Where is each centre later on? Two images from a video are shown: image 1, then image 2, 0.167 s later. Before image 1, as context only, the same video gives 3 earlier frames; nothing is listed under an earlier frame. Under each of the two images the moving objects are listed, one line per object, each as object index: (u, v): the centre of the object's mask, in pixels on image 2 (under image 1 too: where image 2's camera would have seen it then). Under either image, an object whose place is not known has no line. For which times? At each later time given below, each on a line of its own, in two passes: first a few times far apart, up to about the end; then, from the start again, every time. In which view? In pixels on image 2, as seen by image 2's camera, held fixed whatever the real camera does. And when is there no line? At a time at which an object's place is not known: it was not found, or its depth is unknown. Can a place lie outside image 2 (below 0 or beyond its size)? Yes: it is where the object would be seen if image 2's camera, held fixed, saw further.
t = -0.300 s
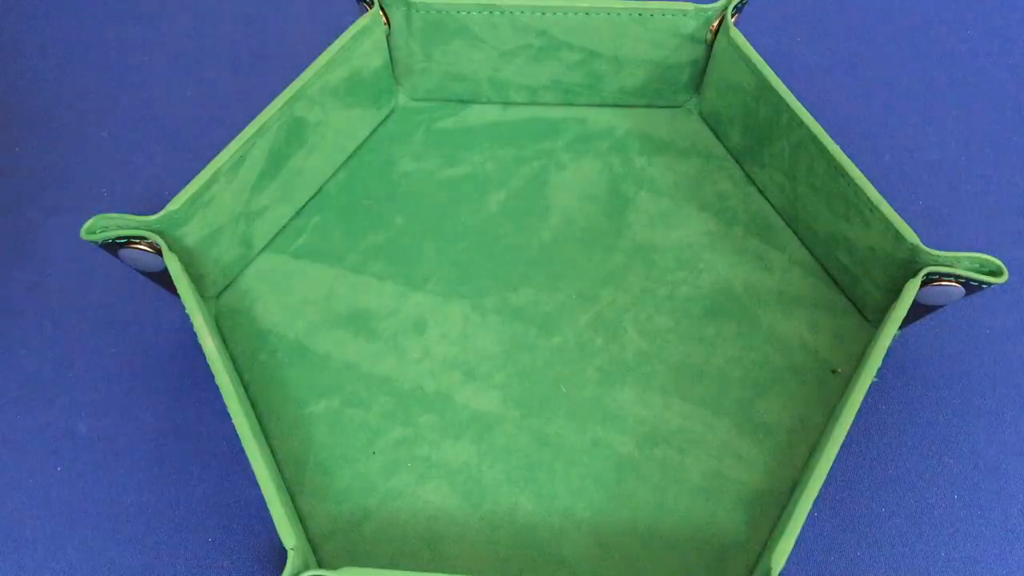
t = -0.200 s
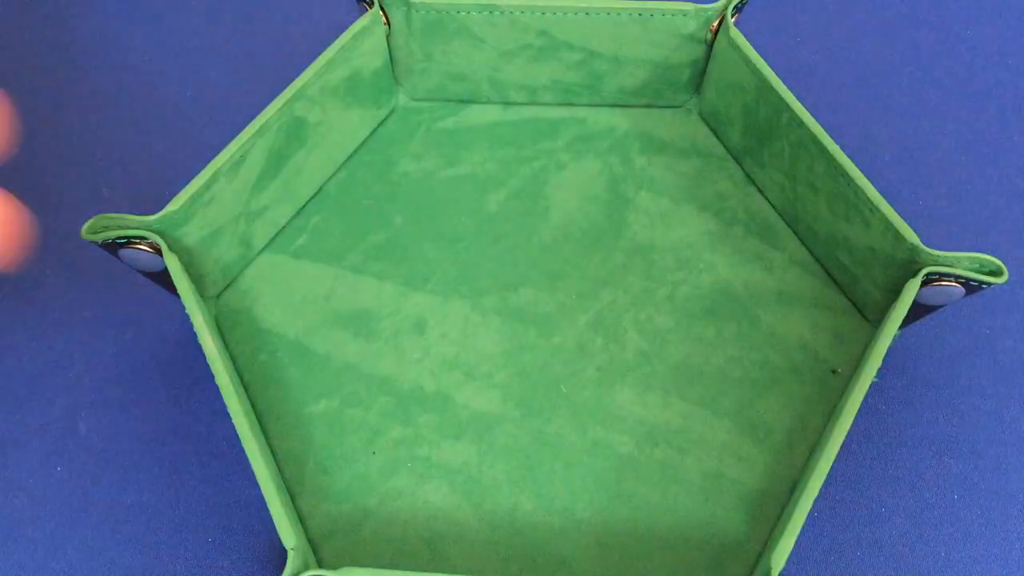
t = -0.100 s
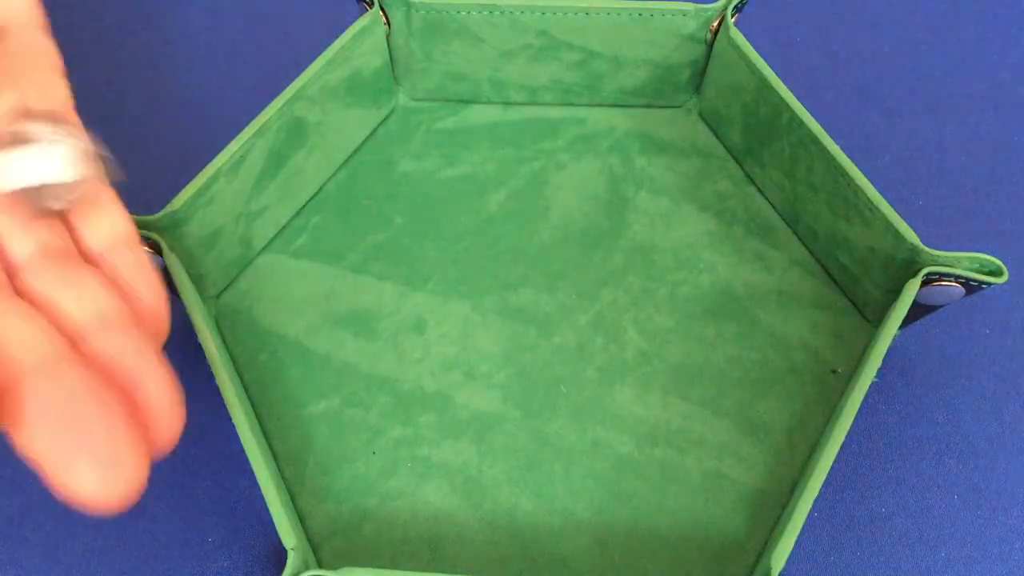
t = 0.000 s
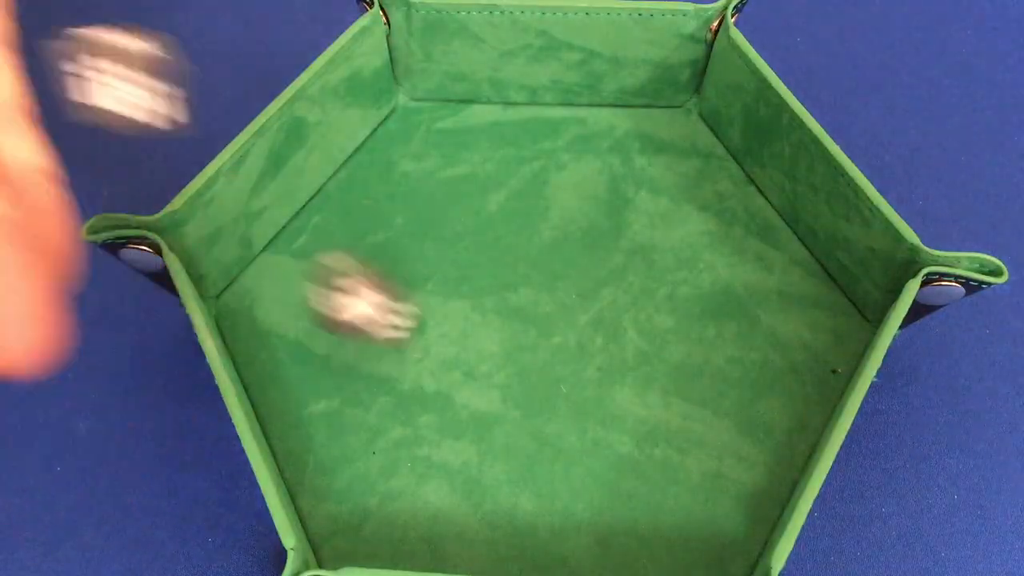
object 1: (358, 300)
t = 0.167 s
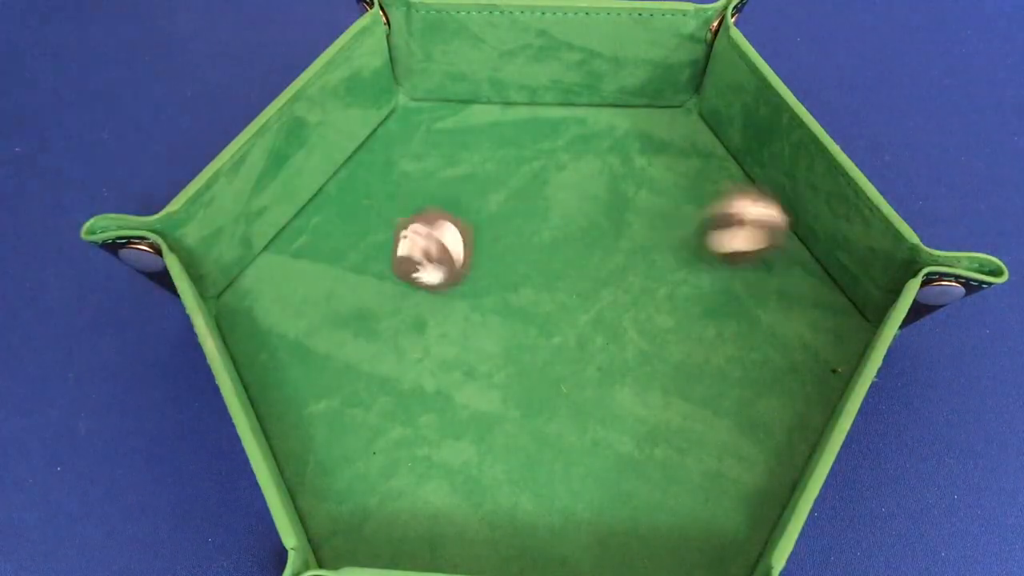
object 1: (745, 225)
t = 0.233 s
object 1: (791, 248)
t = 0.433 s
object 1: (785, 289)
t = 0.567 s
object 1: (785, 289)
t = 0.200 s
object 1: (787, 222)
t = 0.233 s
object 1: (791, 248)
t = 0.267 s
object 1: (790, 271)
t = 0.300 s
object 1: (788, 284)
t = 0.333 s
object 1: (785, 289)
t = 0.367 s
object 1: (785, 289)
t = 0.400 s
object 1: (785, 289)
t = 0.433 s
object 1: (785, 289)
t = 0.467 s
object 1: (785, 289)
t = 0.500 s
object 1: (785, 289)
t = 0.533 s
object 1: (785, 289)
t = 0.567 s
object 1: (785, 289)
